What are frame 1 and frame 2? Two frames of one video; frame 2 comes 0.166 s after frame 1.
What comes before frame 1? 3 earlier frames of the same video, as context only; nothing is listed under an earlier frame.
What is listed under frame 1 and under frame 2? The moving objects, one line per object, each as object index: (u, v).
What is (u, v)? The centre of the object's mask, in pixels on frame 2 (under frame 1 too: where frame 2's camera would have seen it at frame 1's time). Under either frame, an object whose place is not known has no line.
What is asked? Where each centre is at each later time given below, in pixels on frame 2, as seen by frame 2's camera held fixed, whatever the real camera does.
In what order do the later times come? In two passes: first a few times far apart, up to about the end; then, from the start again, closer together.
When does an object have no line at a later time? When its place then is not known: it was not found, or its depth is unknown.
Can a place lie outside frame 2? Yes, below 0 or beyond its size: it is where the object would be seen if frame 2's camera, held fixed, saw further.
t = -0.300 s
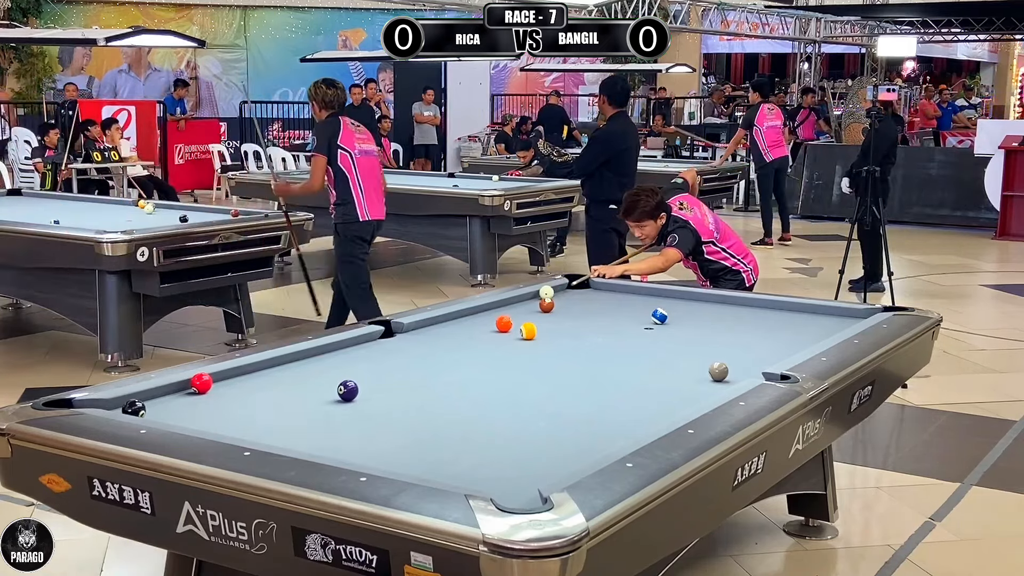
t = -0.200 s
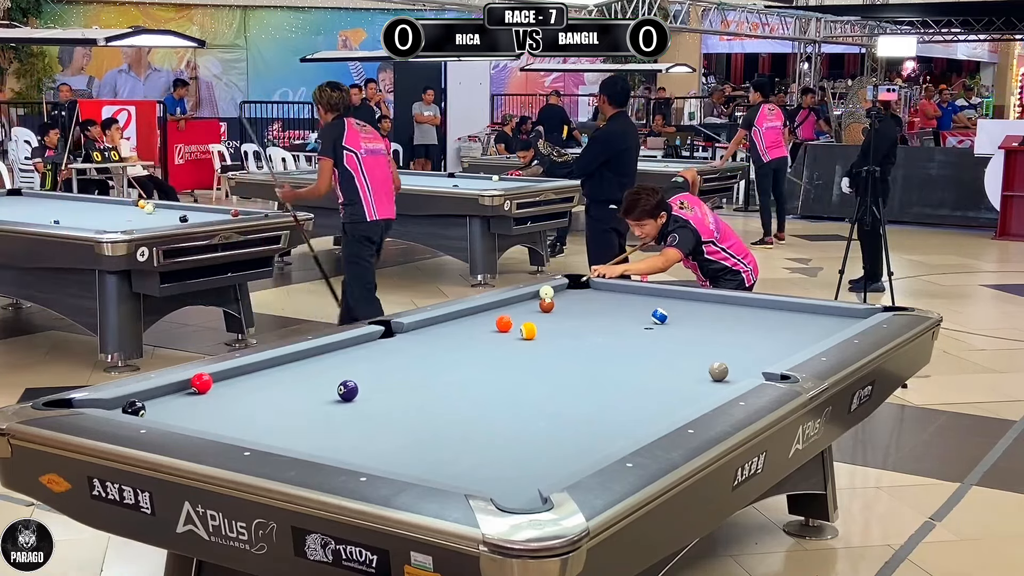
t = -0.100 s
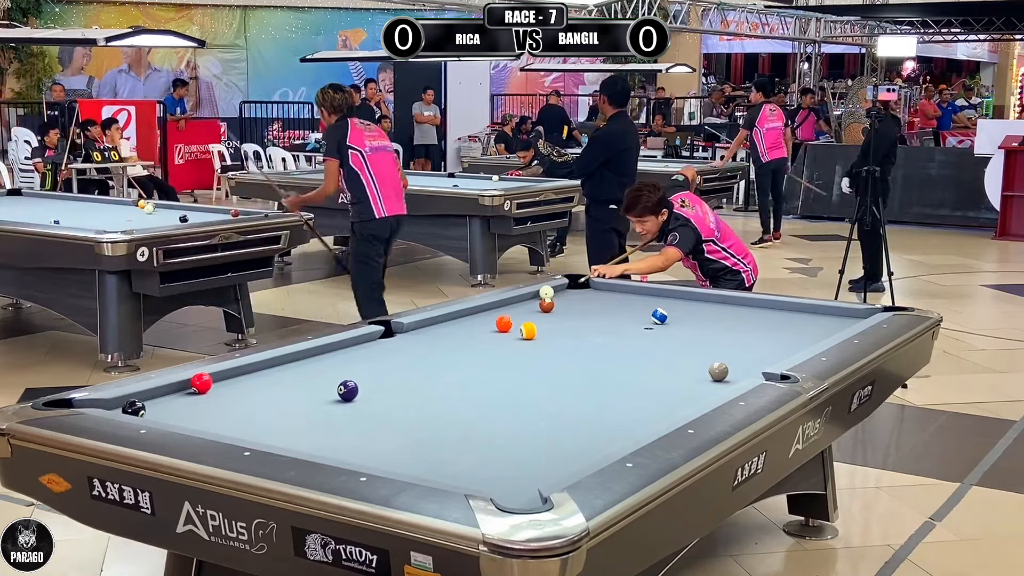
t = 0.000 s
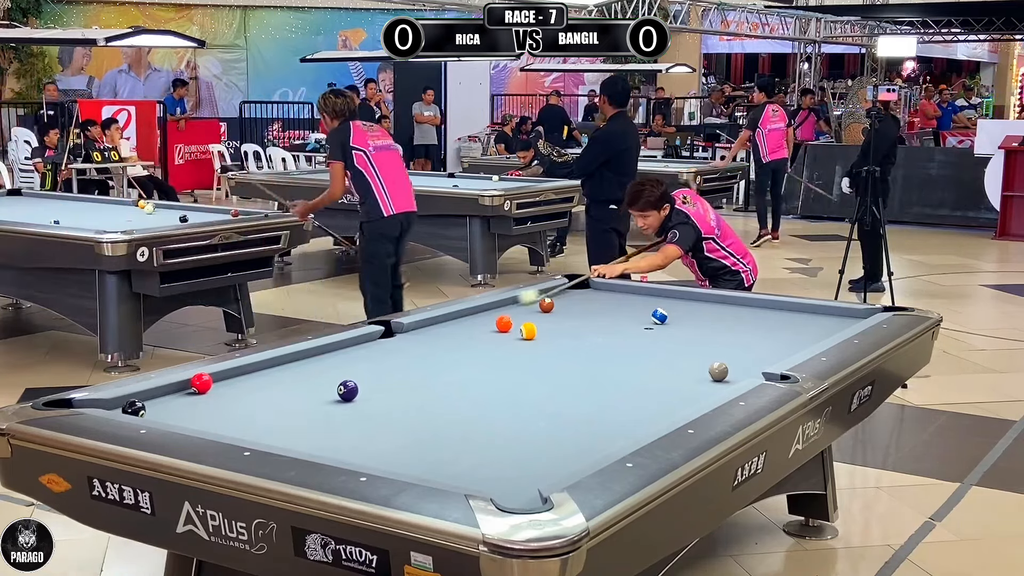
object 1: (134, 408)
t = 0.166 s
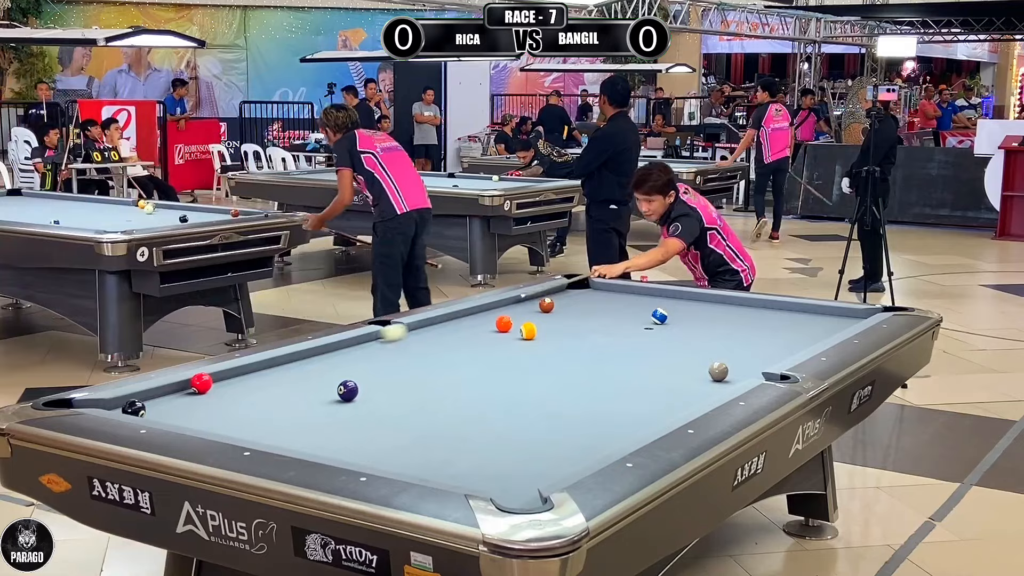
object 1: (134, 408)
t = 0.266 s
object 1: (134, 408)
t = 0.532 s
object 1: (134, 408)
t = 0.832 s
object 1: (157, 411)
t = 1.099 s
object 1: (182, 415)
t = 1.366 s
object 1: (204, 417)
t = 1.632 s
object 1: (225, 419)
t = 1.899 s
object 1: (245, 421)
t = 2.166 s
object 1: (262, 423)
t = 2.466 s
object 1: (280, 424)
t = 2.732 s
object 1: (294, 425)
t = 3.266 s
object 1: (313, 427)
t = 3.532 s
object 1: (322, 428)
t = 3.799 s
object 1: (328, 429)
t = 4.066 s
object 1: (332, 429)
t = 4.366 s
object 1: (333, 429)
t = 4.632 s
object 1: (333, 429)
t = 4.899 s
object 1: (333, 429)
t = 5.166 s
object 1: (333, 429)
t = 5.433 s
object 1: (333, 429)
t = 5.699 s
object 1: (333, 429)
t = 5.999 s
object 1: (333, 429)
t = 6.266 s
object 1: (333, 429)
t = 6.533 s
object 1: (333, 429)
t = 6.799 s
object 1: (333, 429)
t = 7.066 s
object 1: (333, 429)
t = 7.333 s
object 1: (333, 429)
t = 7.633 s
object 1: (333, 429)
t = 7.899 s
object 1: (333, 429)
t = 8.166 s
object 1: (333, 429)
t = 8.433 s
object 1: (333, 429)
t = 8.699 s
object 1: (333, 429)
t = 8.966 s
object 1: (333, 429)
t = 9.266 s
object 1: (333, 429)
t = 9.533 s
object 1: (333, 429)
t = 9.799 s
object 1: (333, 429)
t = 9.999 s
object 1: (333, 429)
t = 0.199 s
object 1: (134, 408)
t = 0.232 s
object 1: (134, 408)
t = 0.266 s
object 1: (134, 408)
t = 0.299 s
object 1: (134, 408)
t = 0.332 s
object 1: (134, 408)
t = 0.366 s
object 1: (134, 408)
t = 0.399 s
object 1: (134, 408)
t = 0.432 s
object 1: (134, 408)
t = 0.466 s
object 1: (134, 408)
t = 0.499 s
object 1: (134, 408)
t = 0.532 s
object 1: (134, 408)
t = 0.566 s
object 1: (134, 408)
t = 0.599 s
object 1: (134, 408)
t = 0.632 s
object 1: (137, 408)
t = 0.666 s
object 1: (141, 409)
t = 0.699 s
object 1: (144, 409)
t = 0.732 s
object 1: (147, 410)
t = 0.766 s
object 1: (151, 410)
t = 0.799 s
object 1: (154, 411)
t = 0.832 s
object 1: (157, 411)
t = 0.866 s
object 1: (160, 412)
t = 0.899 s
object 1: (163, 412)
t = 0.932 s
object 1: (166, 412)
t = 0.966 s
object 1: (169, 413)
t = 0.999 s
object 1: (172, 413)
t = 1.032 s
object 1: (175, 414)
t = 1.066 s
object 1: (179, 414)
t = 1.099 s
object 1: (182, 415)
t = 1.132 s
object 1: (184, 415)
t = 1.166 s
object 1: (187, 415)
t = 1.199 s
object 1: (190, 415)
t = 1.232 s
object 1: (193, 416)
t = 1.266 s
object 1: (196, 416)
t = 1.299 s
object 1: (199, 416)
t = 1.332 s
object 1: (201, 417)
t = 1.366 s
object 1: (204, 417)
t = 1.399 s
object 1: (207, 417)
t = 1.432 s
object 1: (210, 418)
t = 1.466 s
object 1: (212, 418)
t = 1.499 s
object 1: (215, 418)
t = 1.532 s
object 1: (217, 419)
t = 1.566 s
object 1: (220, 419)
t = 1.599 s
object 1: (223, 419)
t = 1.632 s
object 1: (225, 419)
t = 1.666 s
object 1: (228, 420)
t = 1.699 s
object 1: (230, 420)
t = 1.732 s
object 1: (233, 420)
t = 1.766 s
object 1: (235, 420)
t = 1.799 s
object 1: (237, 420)
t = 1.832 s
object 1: (240, 420)
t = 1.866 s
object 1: (242, 421)
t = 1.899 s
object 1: (245, 421)
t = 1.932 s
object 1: (247, 421)
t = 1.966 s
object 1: (249, 421)
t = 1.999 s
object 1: (251, 422)
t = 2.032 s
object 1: (254, 422)
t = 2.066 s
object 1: (256, 422)
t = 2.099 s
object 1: (258, 422)
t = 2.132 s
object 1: (260, 422)
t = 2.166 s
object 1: (262, 423)
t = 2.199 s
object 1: (264, 423)
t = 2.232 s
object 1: (266, 423)
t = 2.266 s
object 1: (269, 423)
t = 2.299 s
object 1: (270, 423)
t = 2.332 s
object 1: (272, 423)
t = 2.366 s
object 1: (274, 424)
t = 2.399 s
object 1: (276, 423)
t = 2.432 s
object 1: (278, 424)
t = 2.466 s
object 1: (280, 424)
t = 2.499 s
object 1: (282, 424)
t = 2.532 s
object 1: (284, 425)
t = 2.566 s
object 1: (285, 425)
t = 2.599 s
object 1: (287, 425)
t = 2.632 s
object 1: (289, 425)
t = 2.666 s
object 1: (290, 426)
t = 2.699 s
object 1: (292, 425)
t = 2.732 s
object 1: (294, 425)
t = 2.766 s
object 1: (295, 426)
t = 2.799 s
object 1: (298, 426)
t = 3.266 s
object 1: (313, 427)
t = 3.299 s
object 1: (316, 428)
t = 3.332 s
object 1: (317, 428)
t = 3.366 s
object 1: (318, 428)
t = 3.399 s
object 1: (319, 428)
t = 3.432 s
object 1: (319, 428)
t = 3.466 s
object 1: (320, 428)
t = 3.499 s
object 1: (321, 428)
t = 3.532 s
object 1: (322, 428)
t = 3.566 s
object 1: (323, 428)
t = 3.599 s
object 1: (324, 428)
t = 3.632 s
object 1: (325, 428)
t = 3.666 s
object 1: (325, 429)
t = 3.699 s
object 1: (326, 429)
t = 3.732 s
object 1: (326, 429)
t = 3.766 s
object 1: (327, 429)
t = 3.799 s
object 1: (328, 429)
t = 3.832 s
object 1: (328, 429)
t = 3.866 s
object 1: (329, 429)
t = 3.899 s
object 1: (330, 429)
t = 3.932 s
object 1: (330, 429)
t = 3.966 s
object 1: (331, 429)
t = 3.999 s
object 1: (331, 429)
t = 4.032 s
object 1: (331, 429)
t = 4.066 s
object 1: (332, 429)
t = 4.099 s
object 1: (332, 429)
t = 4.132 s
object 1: (332, 429)
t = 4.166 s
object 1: (332, 429)
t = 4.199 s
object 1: (333, 429)
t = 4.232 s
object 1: (333, 429)
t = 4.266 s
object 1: (333, 429)
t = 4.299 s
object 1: (333, 429)
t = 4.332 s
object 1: (333, 429)
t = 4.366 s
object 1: (333, 429)
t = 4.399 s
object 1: (333, 429)
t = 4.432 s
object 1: (333, 429)
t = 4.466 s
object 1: (333, 429)
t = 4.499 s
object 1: (333, 429)
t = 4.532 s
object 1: (333, 429)
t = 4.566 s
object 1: (333, 429)
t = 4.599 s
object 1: (333, 429)
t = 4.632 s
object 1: (333, 429)
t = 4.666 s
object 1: (333, 429)
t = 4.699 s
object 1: (333, 429)
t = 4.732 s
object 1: (333, 429)
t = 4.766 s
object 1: (333, 429)
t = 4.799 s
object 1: (333, 429)
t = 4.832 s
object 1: (333, 429)
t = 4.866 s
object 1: (333, 429)
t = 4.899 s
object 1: (333, 429)
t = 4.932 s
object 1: (333, 429)
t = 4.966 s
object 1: (332, 429)
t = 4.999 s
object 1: (333, 429)
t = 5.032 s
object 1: (333, 429)
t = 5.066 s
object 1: (333, 429)
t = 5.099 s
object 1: (333, 429)
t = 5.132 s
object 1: (333, 429)
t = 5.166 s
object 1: (333, 429)
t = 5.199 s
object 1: (333, 429)
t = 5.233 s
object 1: (333, 429)
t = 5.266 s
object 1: (333, 429)
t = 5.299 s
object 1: (333, 429)
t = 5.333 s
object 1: (333, 429)
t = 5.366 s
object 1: (333, 429)
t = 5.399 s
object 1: (333, 429)
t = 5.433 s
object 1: (333, 429)
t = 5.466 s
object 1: (333, 429)
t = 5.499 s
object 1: (333, 429)
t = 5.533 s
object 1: (332, 429)
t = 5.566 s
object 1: (333, 429)
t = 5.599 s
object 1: (333, 429)
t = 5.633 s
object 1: (333, 429)
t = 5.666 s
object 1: (333, 429)
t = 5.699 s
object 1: (333, 429)
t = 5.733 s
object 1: (333, 429)
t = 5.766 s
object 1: (333, 429)
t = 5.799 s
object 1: (333, 429)
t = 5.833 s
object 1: (333, 429)
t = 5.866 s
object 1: (333, 429)
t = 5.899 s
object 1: (333, 429)
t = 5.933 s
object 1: (333, 429)
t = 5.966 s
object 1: (333, 429)
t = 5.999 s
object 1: (333, 429)
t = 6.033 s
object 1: (333, 429)
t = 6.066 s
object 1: (333, 429)
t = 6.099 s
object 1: (333, 429)
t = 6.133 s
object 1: (333, 429)
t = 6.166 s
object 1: (333, 429)
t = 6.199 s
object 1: (333, 429)
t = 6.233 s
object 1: (333, 429)
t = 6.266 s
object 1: (333, 429)
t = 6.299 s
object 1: (332, 429)
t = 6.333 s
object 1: (333, 429)
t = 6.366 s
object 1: (333, 429)
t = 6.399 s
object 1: (333, 429)
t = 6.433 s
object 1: (333, 429)
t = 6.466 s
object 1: (333, 429)
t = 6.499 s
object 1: (333, 429)
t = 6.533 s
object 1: (333, 429)
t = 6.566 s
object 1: (333, 429)
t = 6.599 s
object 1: (333, 429)
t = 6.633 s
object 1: (333, 429)
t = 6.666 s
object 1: (333, 429)
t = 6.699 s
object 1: (332, 429)
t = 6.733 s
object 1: (332, 429)
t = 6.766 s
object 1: (333, 429)
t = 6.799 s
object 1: (333, 429)
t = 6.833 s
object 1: (333, 429)
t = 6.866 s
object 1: (333, 429)
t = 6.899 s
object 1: (333, 429)
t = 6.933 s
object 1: (333, 429)
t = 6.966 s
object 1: (333, 429)
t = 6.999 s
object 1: (333, 429)
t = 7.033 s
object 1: (333, 429)
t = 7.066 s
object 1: (333, 429)
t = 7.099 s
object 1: (333, 429)
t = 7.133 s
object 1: (333, 429)
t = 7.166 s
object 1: (333, 429)
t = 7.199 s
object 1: (333, 429)
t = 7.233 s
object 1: (333, 429)
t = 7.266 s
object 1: (333, 429)
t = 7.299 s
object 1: (333, 429)
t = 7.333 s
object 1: (333, 429)
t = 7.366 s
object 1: (333, 429)
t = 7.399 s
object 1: (332, 429)
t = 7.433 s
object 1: (333, 429)
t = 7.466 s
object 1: (333, 429)
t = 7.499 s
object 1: (333, 429)
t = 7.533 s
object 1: (333, 429)
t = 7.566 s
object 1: (333, 429)
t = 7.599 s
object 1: (333, 429)
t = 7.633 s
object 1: (333, 429)
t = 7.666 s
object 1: (333, 429)
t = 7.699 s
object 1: (333, 429)
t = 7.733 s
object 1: (333, 429)
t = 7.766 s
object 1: (333, 429)
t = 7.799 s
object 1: (333, 429)
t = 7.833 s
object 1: (333, 429)
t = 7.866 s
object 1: (333, 429)
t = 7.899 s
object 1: (333, 429)
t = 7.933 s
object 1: (333, 429)
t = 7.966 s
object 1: (333, 429)
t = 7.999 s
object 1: (333, 429)
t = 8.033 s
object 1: (333, 429)
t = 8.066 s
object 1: (333, 429)
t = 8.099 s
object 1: (333, 429)
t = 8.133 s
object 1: (333, 429)
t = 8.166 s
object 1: (333, 429)
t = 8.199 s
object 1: (333, 429)
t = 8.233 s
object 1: (333, 429)
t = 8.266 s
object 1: (333, 429)
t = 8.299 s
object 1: (333, 429)
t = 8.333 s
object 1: (333, 429)
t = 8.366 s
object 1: (333, 429)
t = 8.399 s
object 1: (333, 429)
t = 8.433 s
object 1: (333, 429)
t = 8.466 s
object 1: (333, 429)
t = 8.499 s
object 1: (333, 429)
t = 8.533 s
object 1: (333, 429)
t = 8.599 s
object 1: (333, 429)
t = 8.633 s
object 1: (333, 429)
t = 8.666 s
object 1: (333, 429)
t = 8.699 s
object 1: (333, 429)
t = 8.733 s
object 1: (333, 429)
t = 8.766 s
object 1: (333, 429)
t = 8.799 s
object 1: (333, 429)
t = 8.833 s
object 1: (333, 429)
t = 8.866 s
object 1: (333, 429)
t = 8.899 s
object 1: (333, 429)
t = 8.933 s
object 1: (333, 429)
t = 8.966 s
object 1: (333, 429)
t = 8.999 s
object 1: (333, 429)
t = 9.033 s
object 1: (333, 429)
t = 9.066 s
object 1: (333, 429)
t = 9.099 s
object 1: (333, 429)
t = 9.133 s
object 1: (333, 429)
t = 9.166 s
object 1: (333, 429)
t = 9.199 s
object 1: (333, 429)
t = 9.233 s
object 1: (333, 429)
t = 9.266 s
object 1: (333, 429)
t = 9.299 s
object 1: (333, 429)
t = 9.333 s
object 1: (333, 429)
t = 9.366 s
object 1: (333, 429)
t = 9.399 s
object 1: (333, 429)
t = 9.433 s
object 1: (333, 429)
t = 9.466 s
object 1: (333, 429)
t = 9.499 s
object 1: (333, 429)
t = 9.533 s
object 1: (333, 429)
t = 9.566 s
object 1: (333, 429)
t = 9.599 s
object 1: (333, 429)
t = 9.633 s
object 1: (333, 429)
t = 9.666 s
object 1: (333, 429)
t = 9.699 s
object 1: (333, 429)
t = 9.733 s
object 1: (333, 429)
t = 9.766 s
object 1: (333, 429)
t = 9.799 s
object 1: (333, 429)
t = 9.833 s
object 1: (333, 429)
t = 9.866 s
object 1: (333, 429)
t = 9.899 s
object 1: (333, 429)
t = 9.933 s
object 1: (333, 429)
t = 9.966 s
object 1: (333, 429)
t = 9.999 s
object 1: (333, 429)
